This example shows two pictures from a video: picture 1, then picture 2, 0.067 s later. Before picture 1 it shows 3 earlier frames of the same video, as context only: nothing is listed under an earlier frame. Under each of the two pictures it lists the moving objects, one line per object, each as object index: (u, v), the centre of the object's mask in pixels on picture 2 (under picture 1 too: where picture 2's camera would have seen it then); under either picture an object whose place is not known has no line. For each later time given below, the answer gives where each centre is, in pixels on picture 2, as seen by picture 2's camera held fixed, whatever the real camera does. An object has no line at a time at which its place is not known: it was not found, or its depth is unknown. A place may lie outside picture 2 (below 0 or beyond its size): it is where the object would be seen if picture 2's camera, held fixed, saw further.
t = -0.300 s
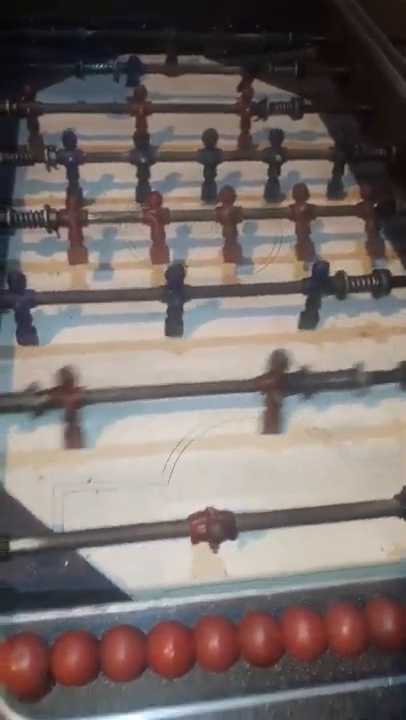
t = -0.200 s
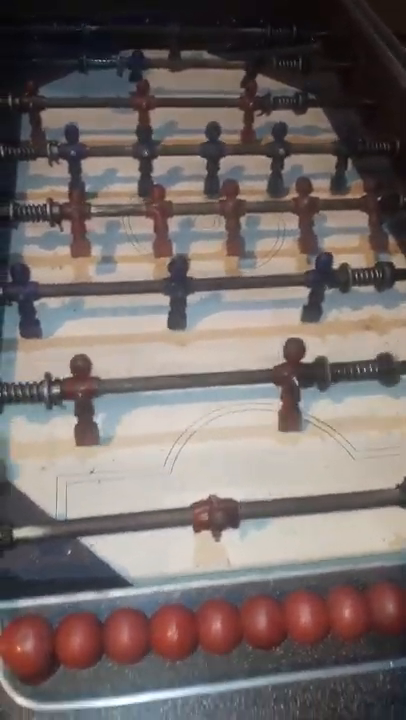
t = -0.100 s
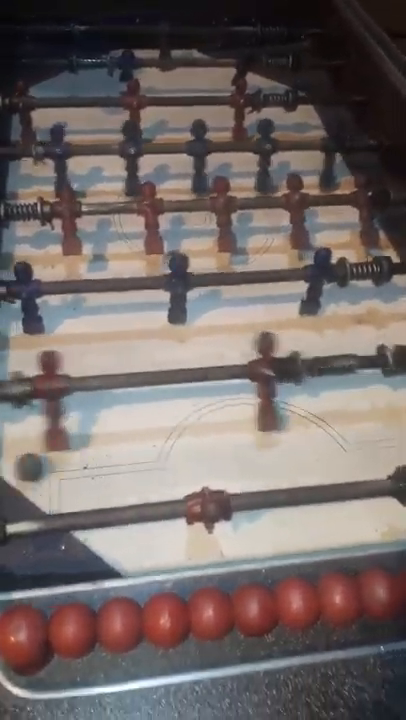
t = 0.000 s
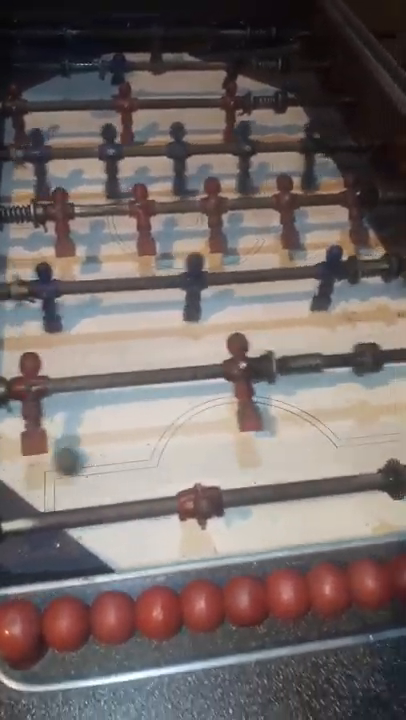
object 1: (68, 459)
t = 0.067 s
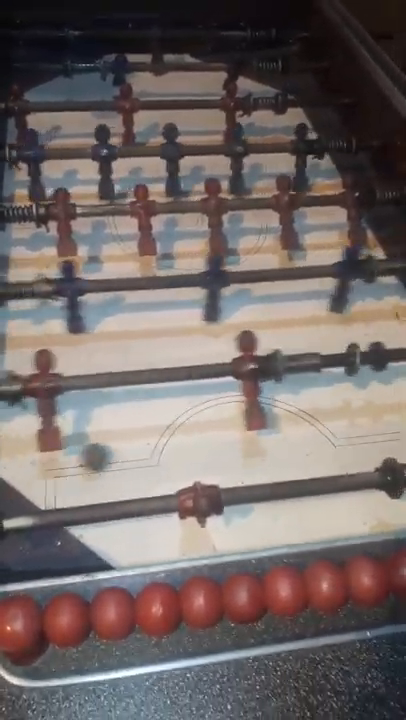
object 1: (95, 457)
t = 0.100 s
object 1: (108, 456)
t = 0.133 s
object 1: (121, 454)
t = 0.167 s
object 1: (134, 453)
